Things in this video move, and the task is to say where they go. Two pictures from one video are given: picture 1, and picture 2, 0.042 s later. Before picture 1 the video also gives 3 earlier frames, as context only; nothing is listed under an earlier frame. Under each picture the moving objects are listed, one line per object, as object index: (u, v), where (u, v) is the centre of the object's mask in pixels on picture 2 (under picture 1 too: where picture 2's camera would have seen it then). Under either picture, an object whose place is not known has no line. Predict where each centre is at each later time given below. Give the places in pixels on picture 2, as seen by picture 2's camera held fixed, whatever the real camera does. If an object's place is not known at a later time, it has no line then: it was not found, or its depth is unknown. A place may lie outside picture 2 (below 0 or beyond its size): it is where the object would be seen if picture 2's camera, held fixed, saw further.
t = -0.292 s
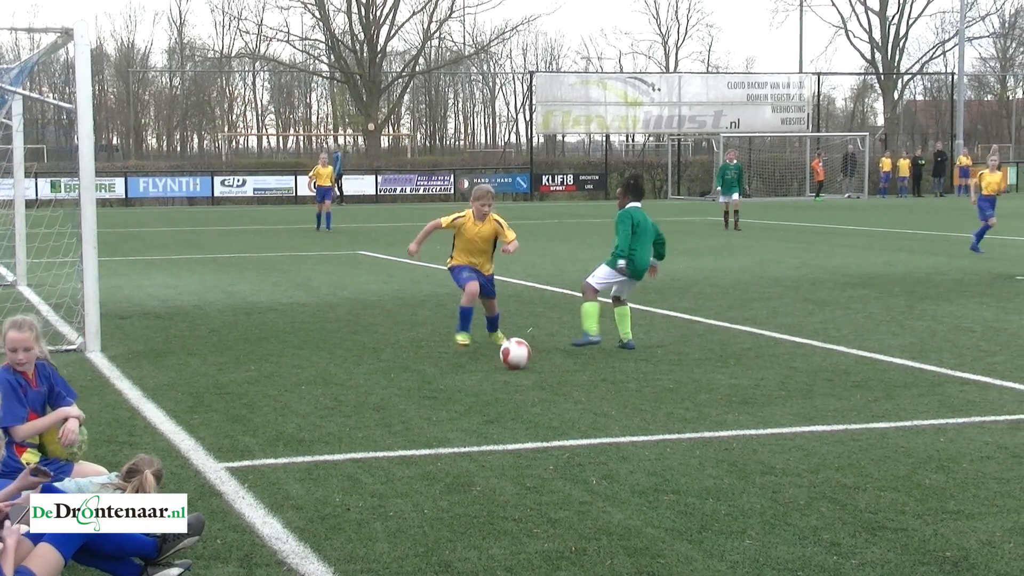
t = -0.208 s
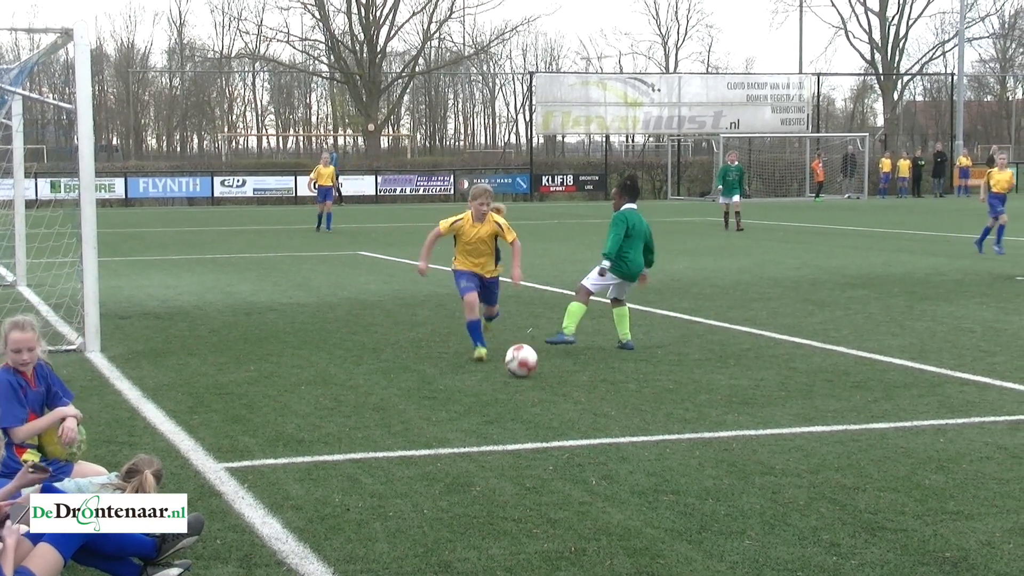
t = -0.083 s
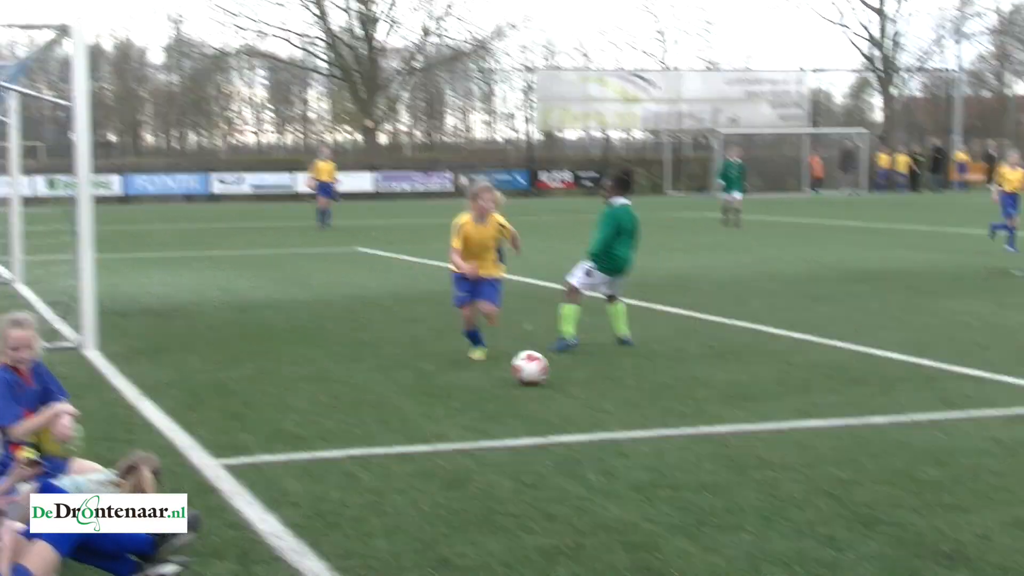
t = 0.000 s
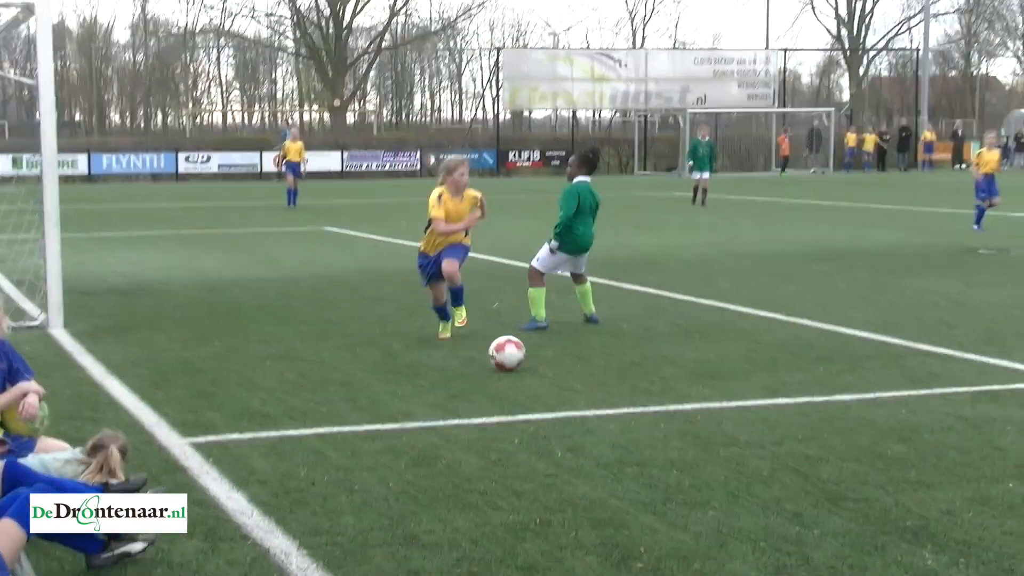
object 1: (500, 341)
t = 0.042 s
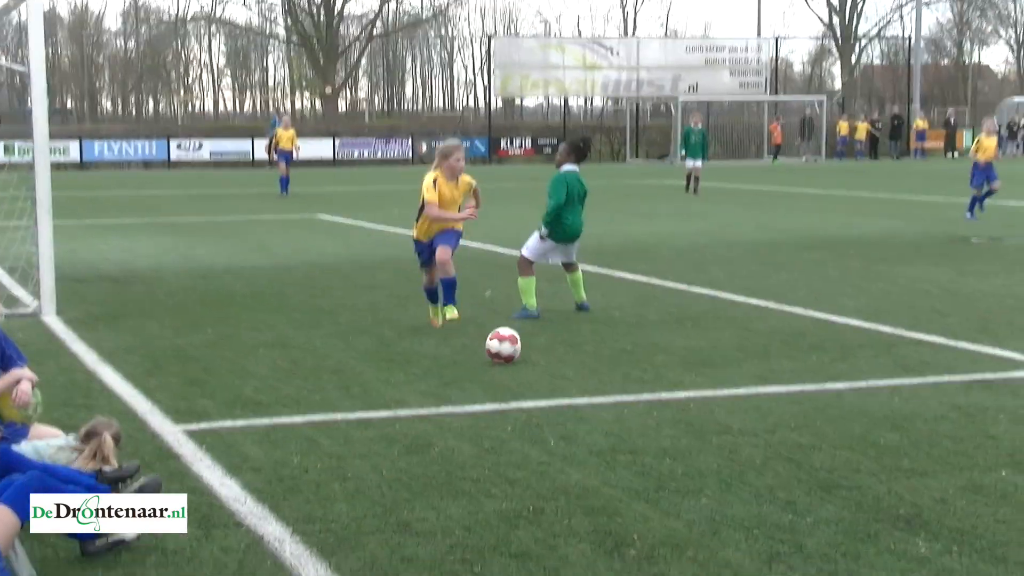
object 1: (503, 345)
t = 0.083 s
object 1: (507, 347)
